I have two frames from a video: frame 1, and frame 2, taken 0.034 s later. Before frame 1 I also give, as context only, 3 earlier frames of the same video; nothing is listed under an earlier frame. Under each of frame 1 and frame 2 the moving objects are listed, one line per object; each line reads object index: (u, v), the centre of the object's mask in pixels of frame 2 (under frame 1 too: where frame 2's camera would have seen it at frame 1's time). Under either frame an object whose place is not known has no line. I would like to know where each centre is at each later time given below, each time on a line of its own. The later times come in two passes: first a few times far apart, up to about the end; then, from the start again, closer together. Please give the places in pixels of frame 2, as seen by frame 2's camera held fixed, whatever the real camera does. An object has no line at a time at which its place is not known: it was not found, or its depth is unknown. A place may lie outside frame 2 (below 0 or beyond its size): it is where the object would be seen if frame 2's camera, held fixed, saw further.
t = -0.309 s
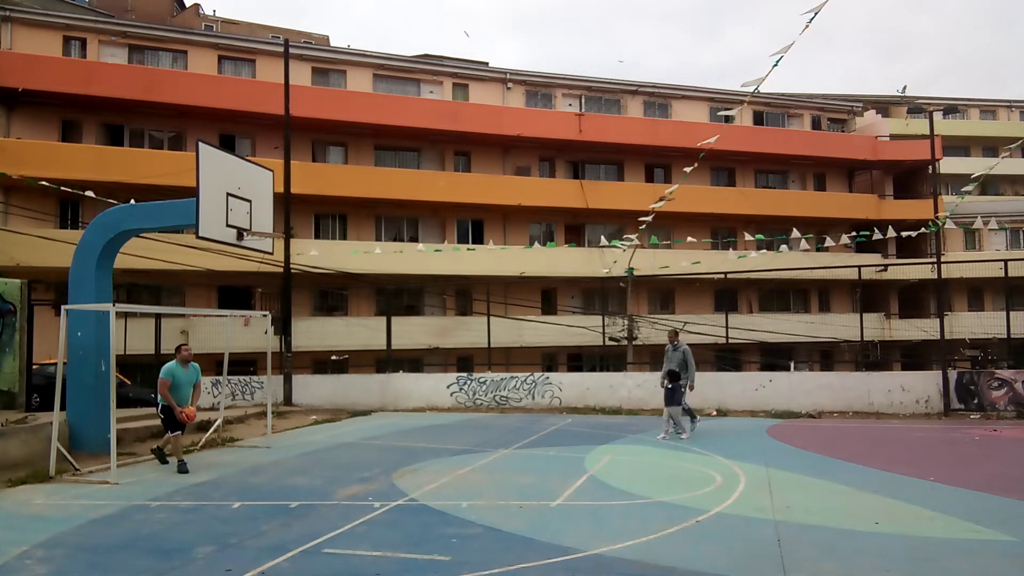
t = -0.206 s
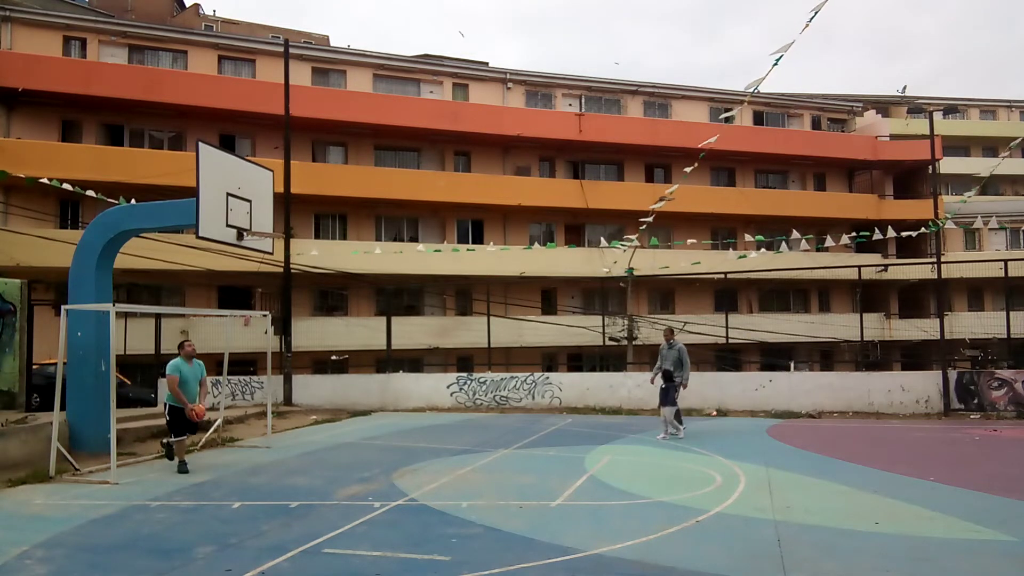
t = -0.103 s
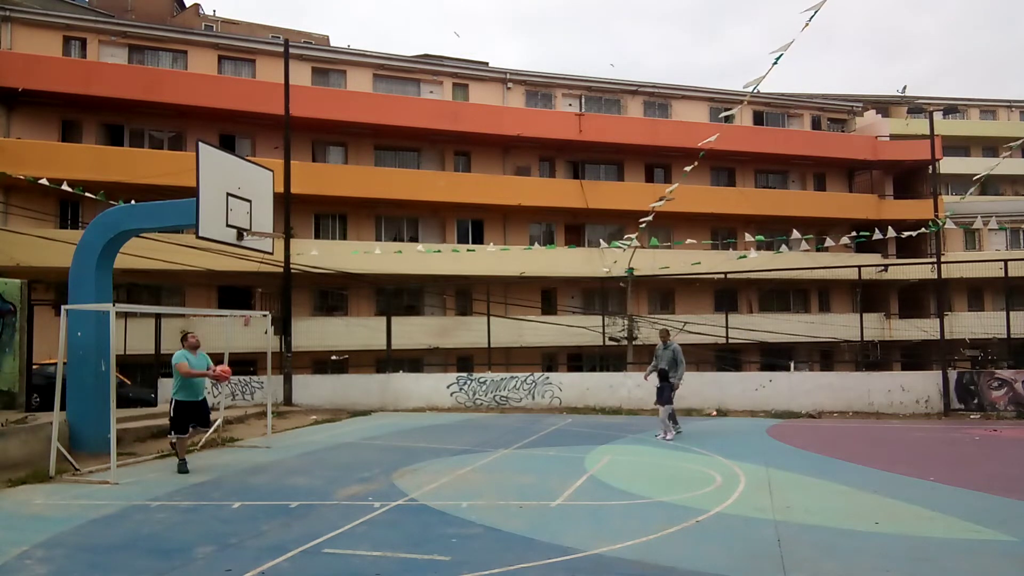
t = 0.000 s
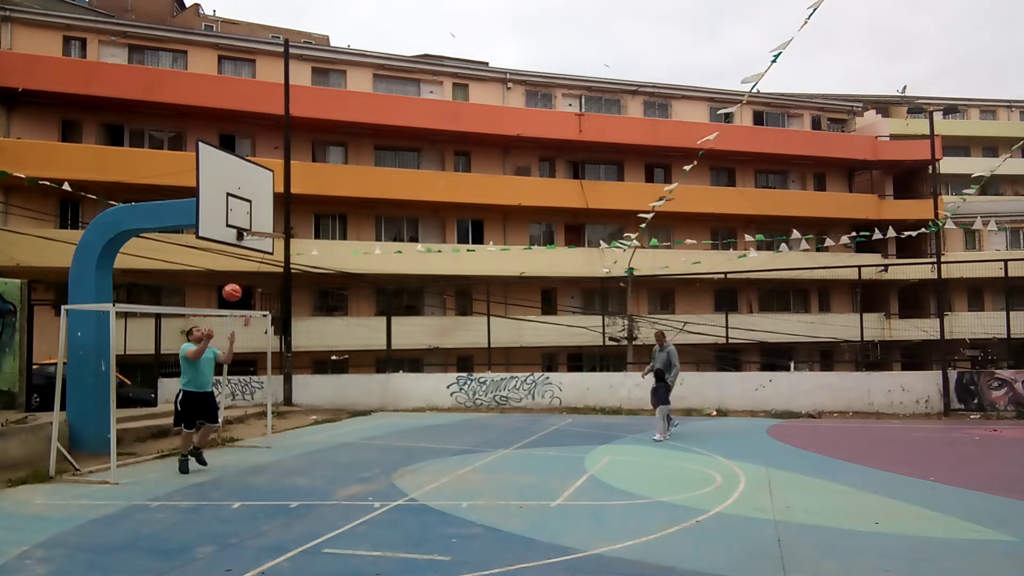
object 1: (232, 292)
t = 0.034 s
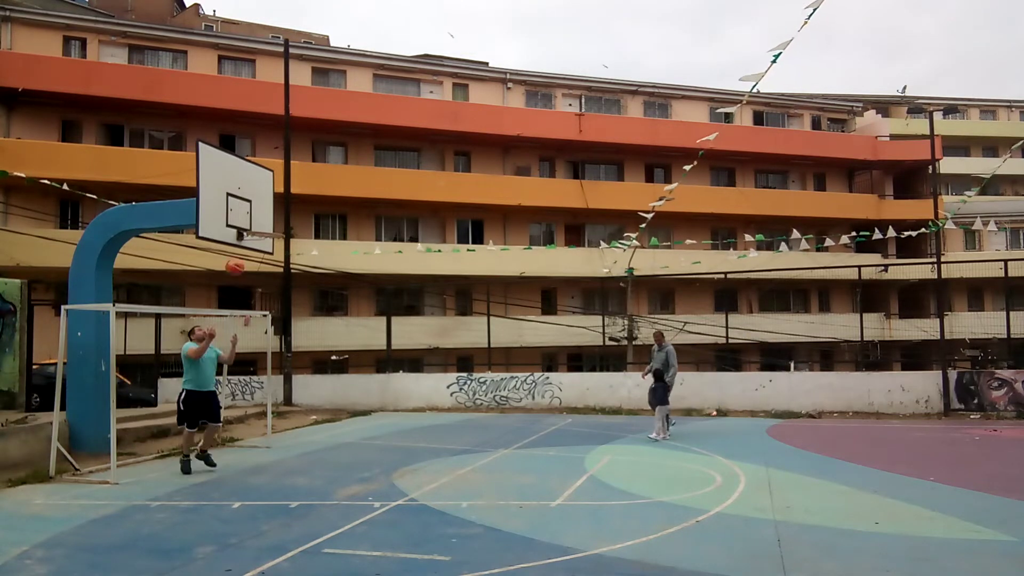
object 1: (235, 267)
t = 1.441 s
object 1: (304, 24)
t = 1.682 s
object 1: (311, 144)
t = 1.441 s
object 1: (304, 24)
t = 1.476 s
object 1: (305, 39)
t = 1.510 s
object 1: (307, 53)
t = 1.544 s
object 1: (308, 69)
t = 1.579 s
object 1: (309, 87)
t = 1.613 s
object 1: (310, 105)
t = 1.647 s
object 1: (310, 125)
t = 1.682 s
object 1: (311, 144)
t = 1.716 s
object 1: (312, 165)
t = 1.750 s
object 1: (312, 188)
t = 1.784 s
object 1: (313, 211)
